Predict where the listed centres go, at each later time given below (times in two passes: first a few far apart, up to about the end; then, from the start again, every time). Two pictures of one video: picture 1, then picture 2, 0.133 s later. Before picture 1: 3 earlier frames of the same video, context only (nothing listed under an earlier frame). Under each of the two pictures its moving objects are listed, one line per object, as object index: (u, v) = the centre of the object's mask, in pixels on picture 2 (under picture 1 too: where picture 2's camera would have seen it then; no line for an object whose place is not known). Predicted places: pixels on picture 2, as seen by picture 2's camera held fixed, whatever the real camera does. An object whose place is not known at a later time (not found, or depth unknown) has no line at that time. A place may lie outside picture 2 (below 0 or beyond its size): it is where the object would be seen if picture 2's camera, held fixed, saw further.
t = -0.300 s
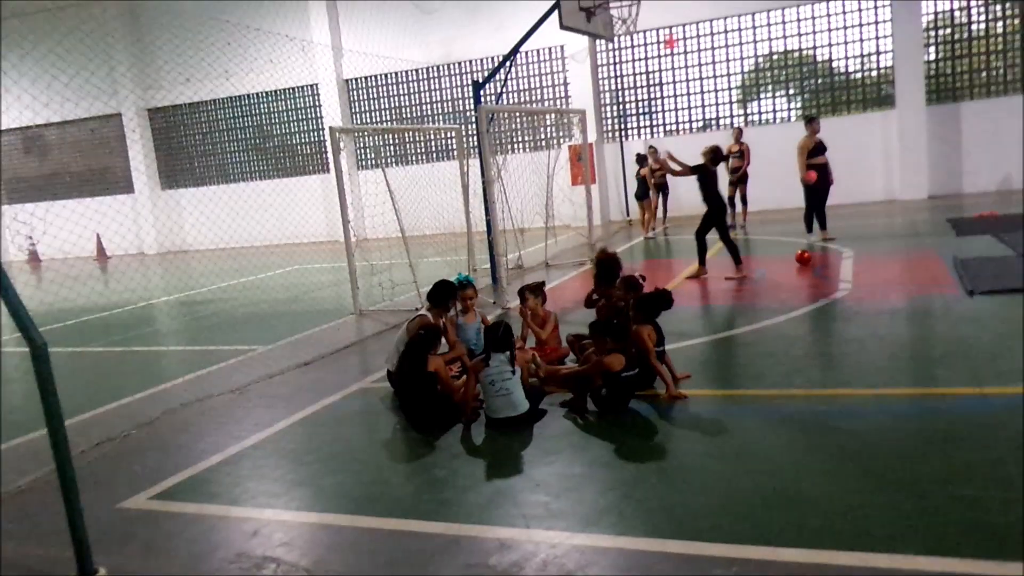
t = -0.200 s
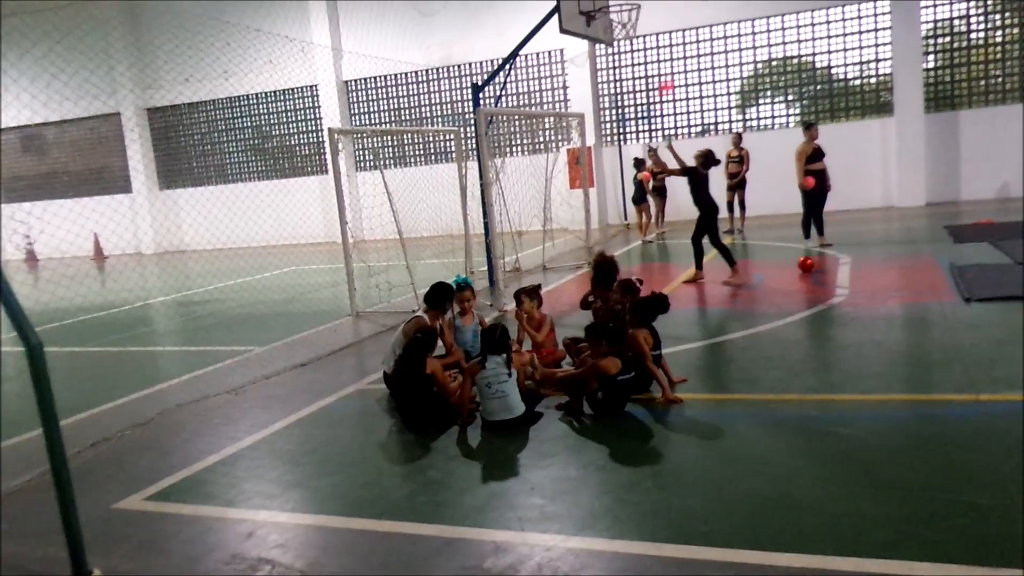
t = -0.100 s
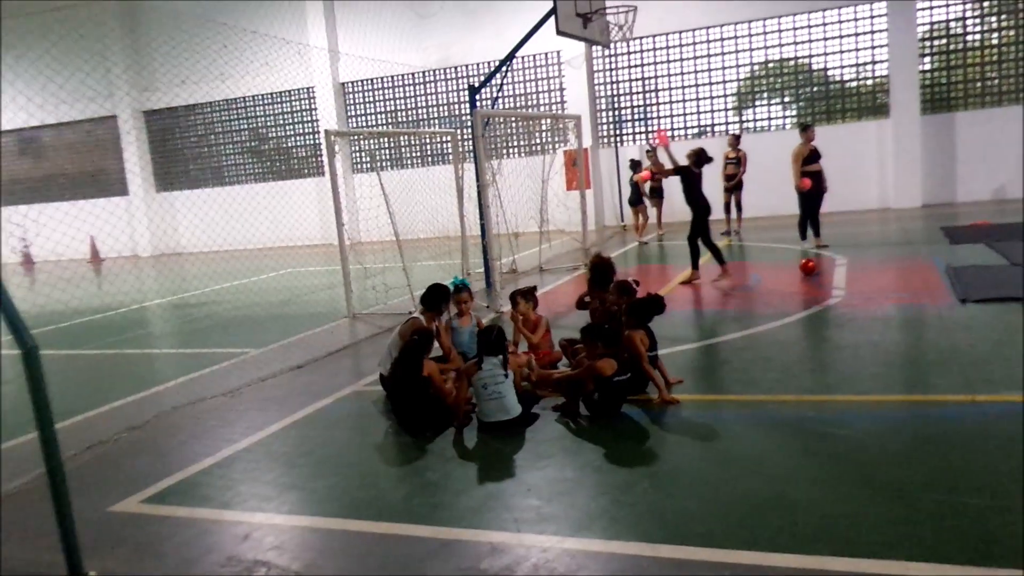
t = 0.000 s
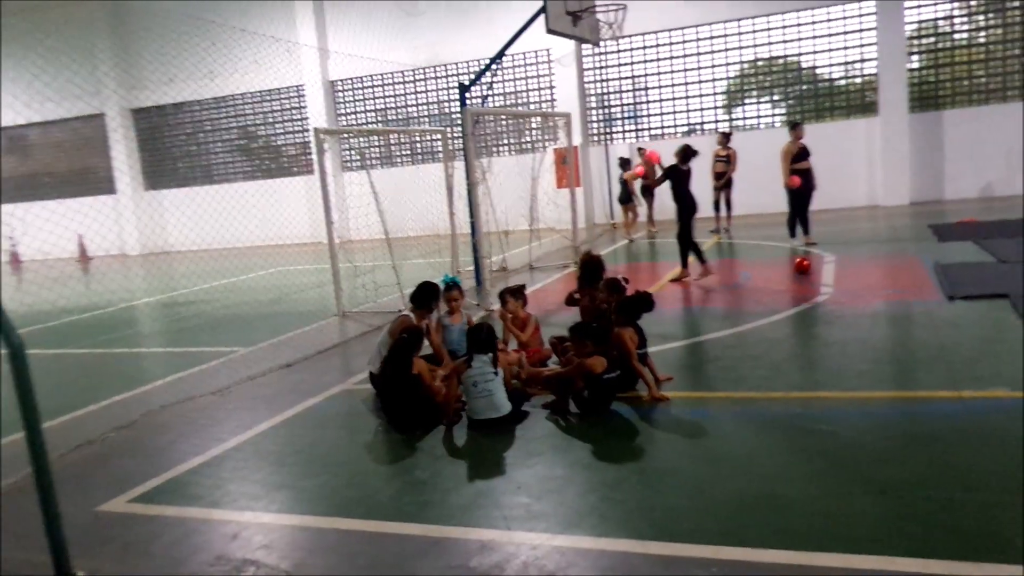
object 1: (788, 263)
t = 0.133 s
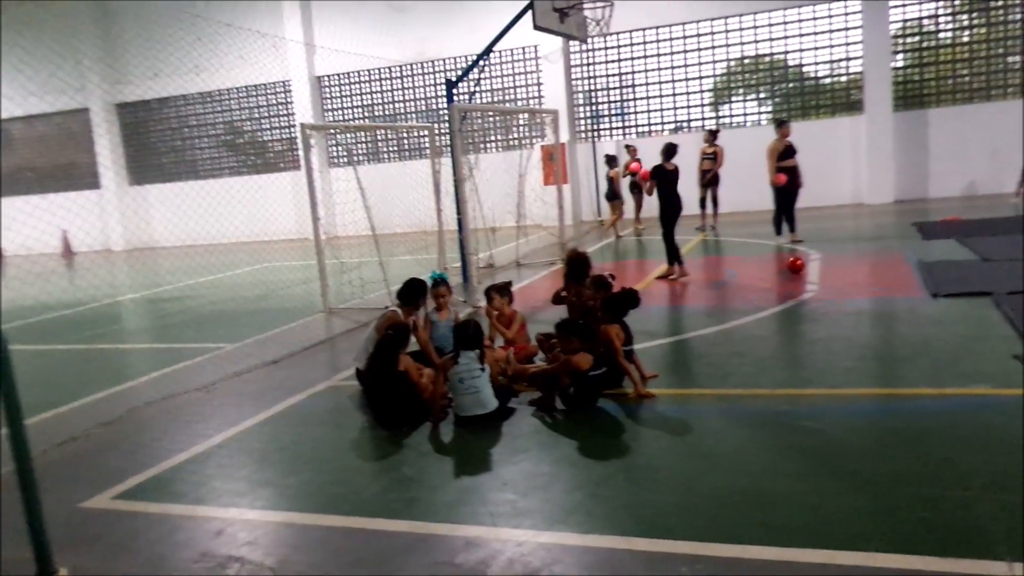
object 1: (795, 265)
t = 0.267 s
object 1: (803, 267)
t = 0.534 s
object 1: (820, 272)
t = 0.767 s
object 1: (836, 276)
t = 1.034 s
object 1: (854, 280)
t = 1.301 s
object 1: (874, 285)
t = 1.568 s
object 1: (895, 291)
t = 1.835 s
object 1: (917, 296)
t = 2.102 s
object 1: (941, 303)
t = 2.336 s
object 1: (965, 309)
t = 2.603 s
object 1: (995, 316)
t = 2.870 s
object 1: (1023, 322)
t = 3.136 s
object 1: (1035, 329)
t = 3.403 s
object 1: (1044, 338)
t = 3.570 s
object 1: (1053, 345)
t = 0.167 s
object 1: (797, 265)
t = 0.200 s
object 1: (799, 267)
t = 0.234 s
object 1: (801, 267)
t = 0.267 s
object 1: (803, 267)
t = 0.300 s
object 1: (805, 268)
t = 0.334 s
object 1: (807, 268)
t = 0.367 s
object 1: (809, 269)
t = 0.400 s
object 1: (812, 269)
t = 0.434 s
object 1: (814, 270)
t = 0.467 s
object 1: (816, 271)
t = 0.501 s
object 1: (818, 272)
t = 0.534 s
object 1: (820, 272)
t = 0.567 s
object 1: (822, 272)
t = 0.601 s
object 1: (824, 273)
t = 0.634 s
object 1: (827, 274)
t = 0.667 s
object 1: (829, 274)
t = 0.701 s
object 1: (831, 275)
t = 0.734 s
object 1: (833, 275)
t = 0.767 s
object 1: (836, 276)
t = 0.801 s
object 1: (838, 276)
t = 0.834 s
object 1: (840, 277)
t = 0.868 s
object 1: (843, 277)
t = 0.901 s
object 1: (845, 278)
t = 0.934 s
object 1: (847, 279)
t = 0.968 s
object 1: (850, 279)
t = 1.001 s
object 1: (852, 280)
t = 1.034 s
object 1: (854, 280)
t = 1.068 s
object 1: (857, 281)
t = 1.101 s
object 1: (859, 282)
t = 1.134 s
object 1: (862, 282)
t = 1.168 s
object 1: (864, 283)
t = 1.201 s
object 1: (867, 283)
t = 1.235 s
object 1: (869, 284)
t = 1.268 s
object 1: (872, 285)
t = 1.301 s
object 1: (874, 285)
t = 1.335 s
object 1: (877, 286)
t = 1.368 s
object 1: (879, 287)
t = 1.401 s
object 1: (881, 288)
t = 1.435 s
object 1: (884, 288)
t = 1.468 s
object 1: (887, 289)
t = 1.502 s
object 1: (890, 289)
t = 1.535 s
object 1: (892, 290)
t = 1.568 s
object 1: (895, 291)
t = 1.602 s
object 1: (898, 291)
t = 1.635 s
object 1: (900, 292)
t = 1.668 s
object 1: (903, 293)
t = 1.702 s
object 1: (906, 293)
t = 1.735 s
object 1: (909, 294)
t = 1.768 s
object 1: (911, 295)
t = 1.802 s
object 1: (914, 295)
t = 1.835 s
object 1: (917, 296)
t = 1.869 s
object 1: (920, 297)
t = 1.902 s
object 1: (923, 298)
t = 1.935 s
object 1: (926, 299)
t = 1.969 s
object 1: (929, 300)
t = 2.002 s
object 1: (932, 300)
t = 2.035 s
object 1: (935, 301)
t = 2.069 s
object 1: (938, 302)
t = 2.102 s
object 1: (941, 303)
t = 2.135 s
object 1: (944, 304)
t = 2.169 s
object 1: (948, 305)
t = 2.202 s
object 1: (951, 306)
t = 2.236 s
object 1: (954, 306)
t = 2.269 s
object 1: (958, 307)
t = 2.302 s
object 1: (961, 308)
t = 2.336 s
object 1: (965, 309)
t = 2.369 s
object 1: (968, 310)
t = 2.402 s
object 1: (972, 311)
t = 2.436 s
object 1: (976, 312)
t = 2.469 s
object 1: (979, 313)
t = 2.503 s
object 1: (983, 314)
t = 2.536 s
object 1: (987, 315)
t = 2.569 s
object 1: (991, 316)
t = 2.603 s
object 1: (995, 316)
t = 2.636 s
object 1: (999, 317)
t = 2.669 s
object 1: (1003, 318)
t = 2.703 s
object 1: (1007, 319)
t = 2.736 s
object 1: (1011, 320)
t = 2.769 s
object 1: (1015, 321)
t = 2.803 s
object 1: (1018, 321)
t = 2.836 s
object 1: (1021, 321)
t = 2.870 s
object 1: (1023, 322)
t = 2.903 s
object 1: (1025, 323)
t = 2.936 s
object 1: (1027, 324)
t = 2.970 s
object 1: (1028, 324)
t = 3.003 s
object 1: (1030, 325)
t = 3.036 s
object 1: (1032, 326)
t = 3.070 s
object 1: (1033, 327)
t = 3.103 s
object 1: (1034, 328)
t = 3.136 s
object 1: (1035, 329)
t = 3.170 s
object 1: (1036, 330)
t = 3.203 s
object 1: (1037, 331)
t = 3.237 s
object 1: (1038, 332)
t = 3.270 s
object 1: (1039, 333)
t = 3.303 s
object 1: (1040, 334)
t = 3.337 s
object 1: (1042, 334)
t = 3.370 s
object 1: (1043, 336)
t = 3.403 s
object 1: (1044, 338)
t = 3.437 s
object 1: (1045, 339)
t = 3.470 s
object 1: (1047, 340)
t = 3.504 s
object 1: (1048, 341)
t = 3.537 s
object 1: (1051, 344)
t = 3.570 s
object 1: (1053, 345)
